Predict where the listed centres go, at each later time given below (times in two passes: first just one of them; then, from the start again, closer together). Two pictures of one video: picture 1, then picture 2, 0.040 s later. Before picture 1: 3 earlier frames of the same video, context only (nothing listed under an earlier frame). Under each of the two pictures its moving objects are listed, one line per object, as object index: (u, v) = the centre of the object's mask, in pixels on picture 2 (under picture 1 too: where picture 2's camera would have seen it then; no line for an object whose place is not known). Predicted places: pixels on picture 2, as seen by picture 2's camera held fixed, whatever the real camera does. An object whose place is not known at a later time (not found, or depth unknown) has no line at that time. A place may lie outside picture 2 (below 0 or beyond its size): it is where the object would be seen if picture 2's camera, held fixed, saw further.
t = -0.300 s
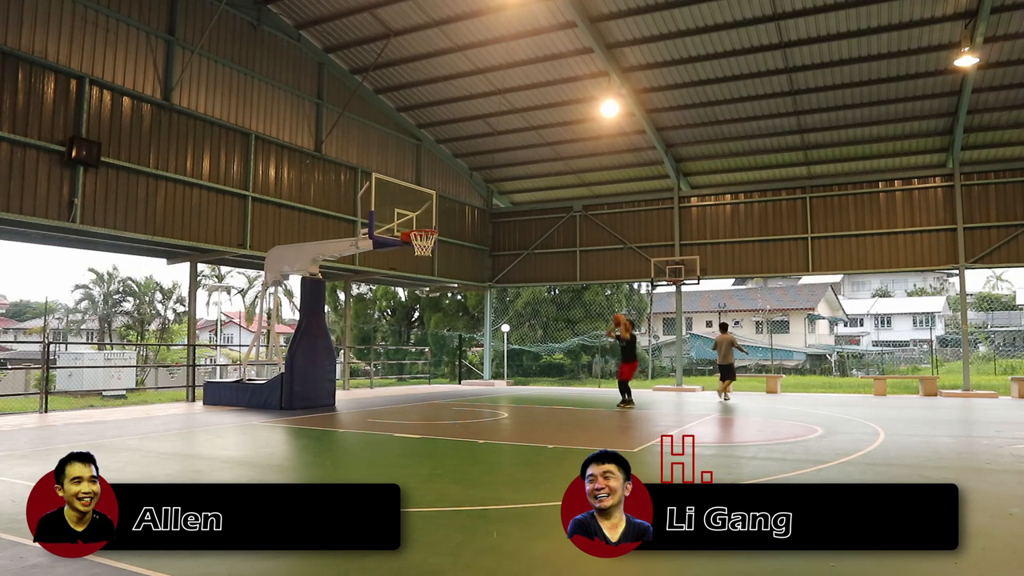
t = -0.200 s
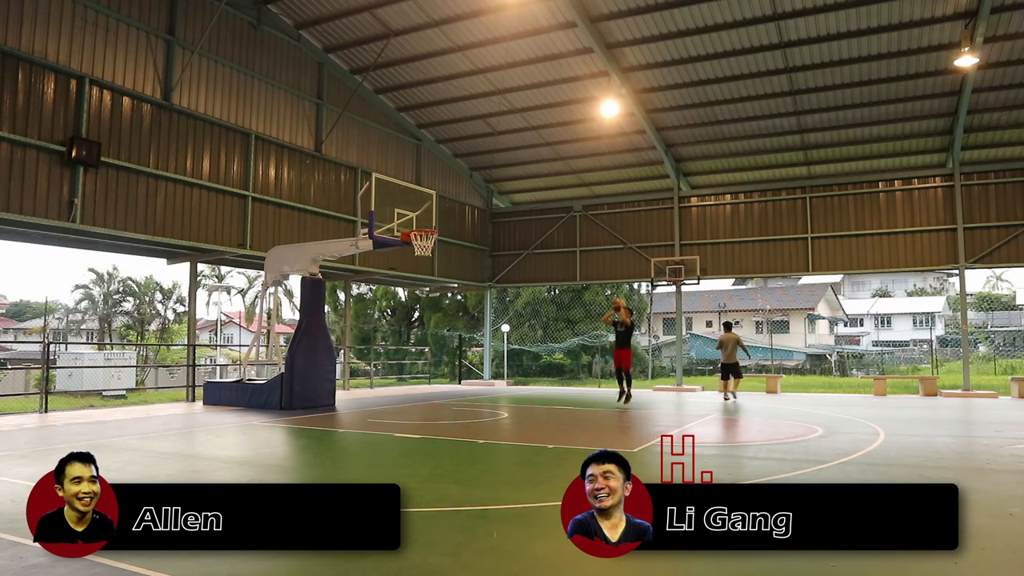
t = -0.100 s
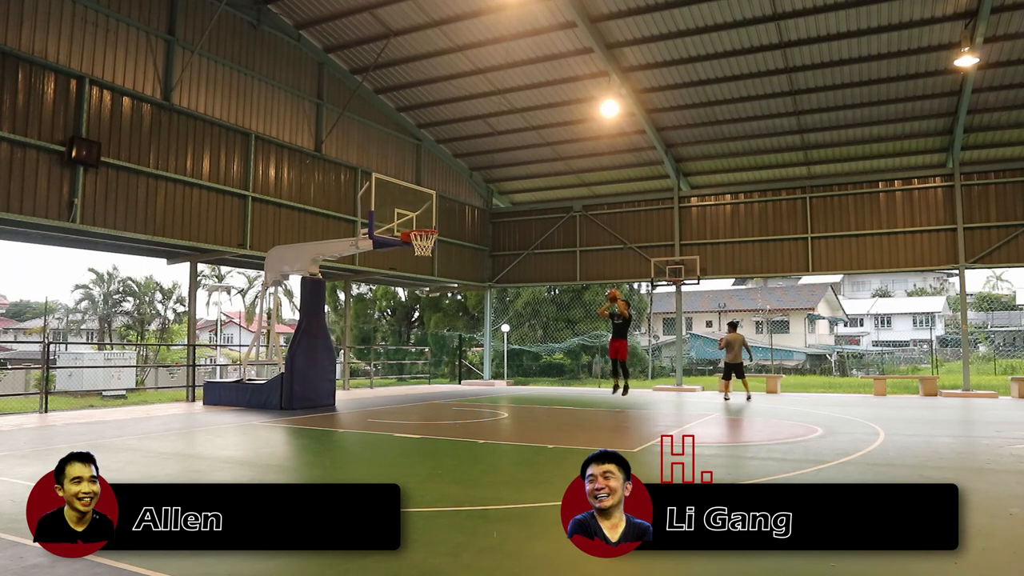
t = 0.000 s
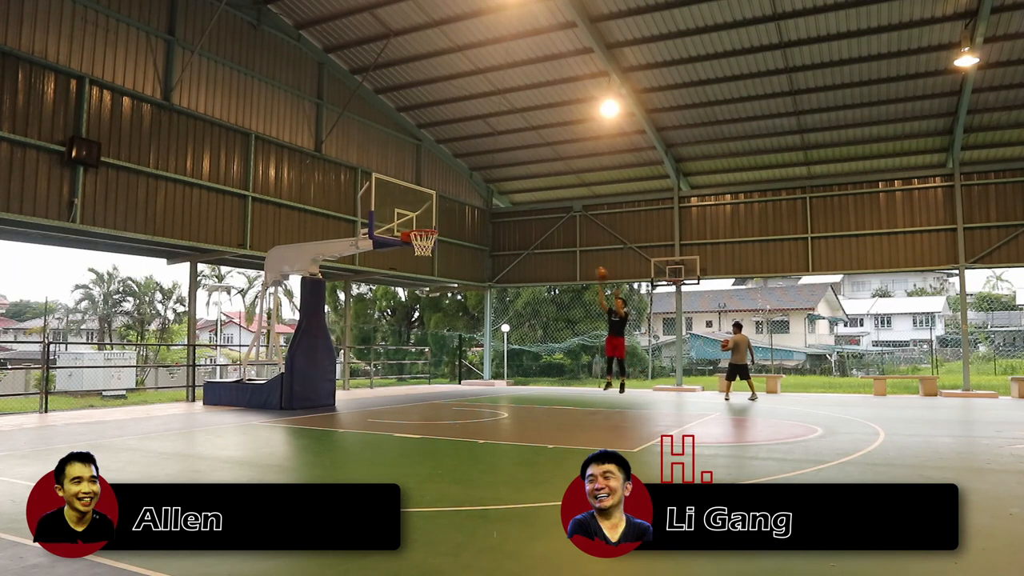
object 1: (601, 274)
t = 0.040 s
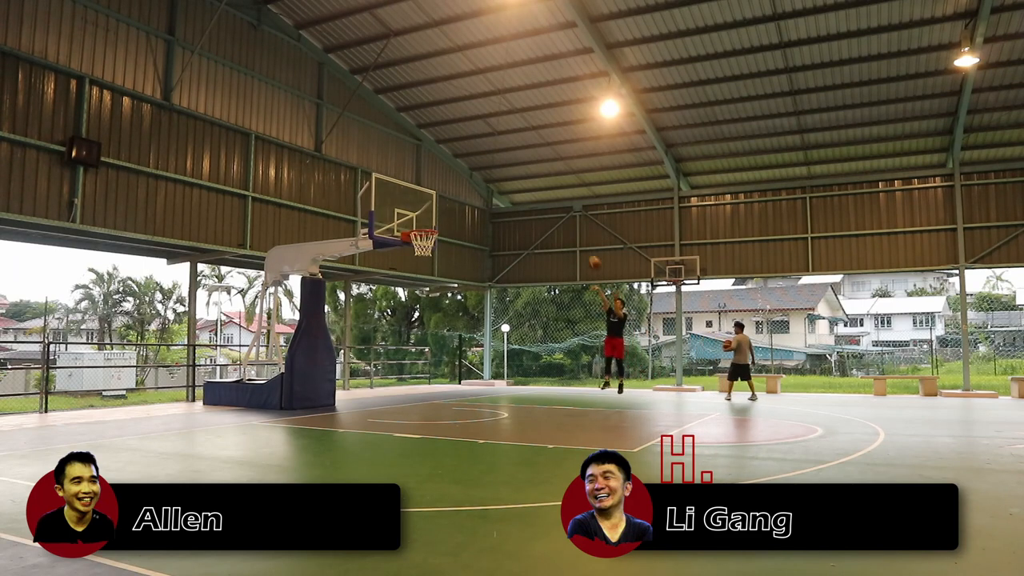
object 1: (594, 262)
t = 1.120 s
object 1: (410, 258)
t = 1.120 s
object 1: (410, 258)
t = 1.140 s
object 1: (409, 262)
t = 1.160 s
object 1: (408, 266)
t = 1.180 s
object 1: (408, 270)
